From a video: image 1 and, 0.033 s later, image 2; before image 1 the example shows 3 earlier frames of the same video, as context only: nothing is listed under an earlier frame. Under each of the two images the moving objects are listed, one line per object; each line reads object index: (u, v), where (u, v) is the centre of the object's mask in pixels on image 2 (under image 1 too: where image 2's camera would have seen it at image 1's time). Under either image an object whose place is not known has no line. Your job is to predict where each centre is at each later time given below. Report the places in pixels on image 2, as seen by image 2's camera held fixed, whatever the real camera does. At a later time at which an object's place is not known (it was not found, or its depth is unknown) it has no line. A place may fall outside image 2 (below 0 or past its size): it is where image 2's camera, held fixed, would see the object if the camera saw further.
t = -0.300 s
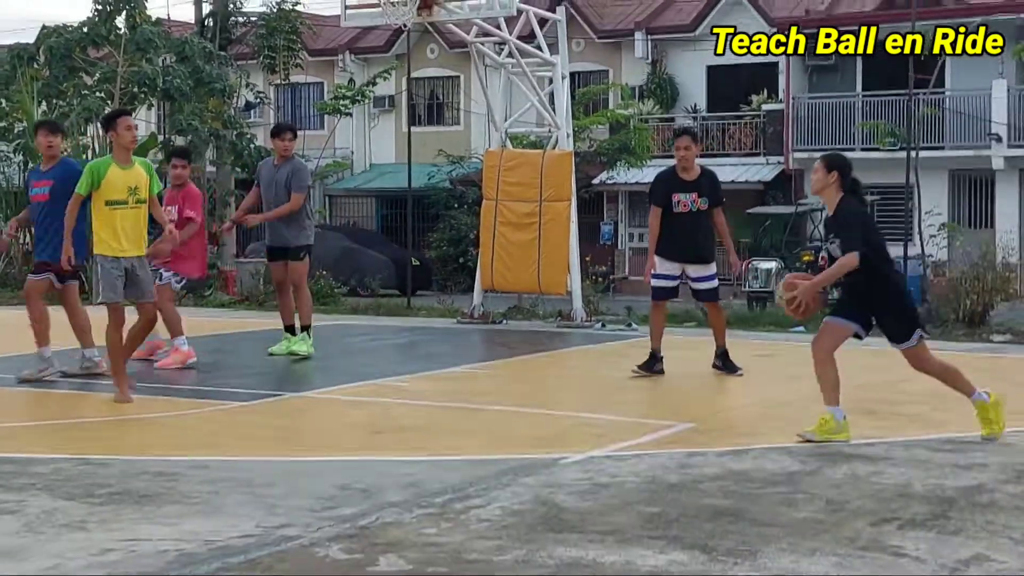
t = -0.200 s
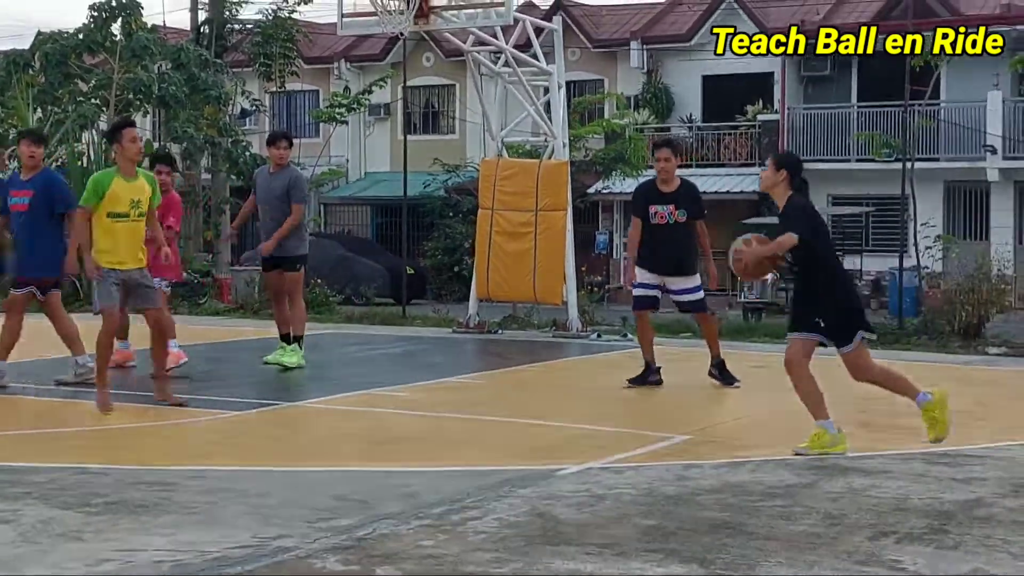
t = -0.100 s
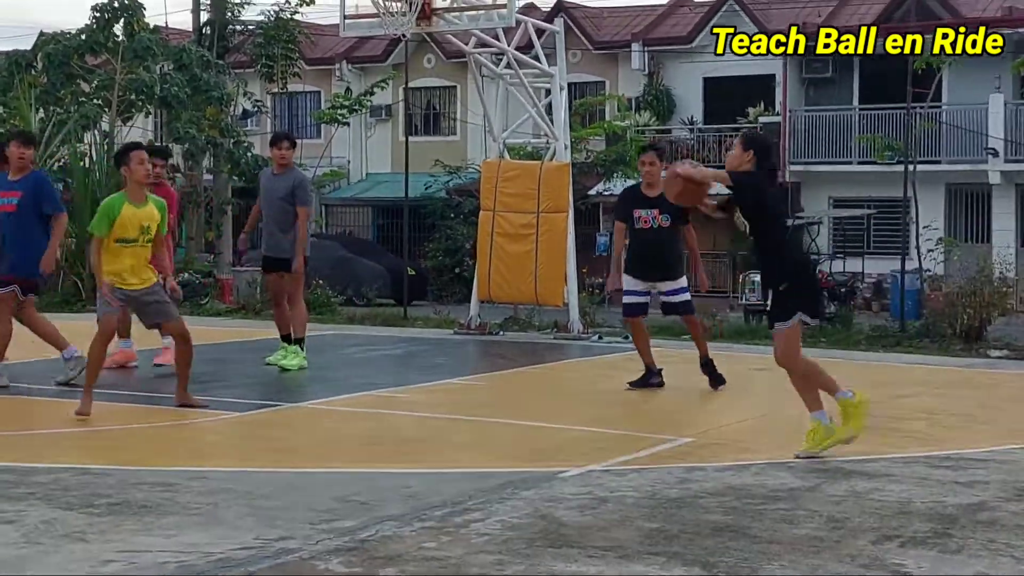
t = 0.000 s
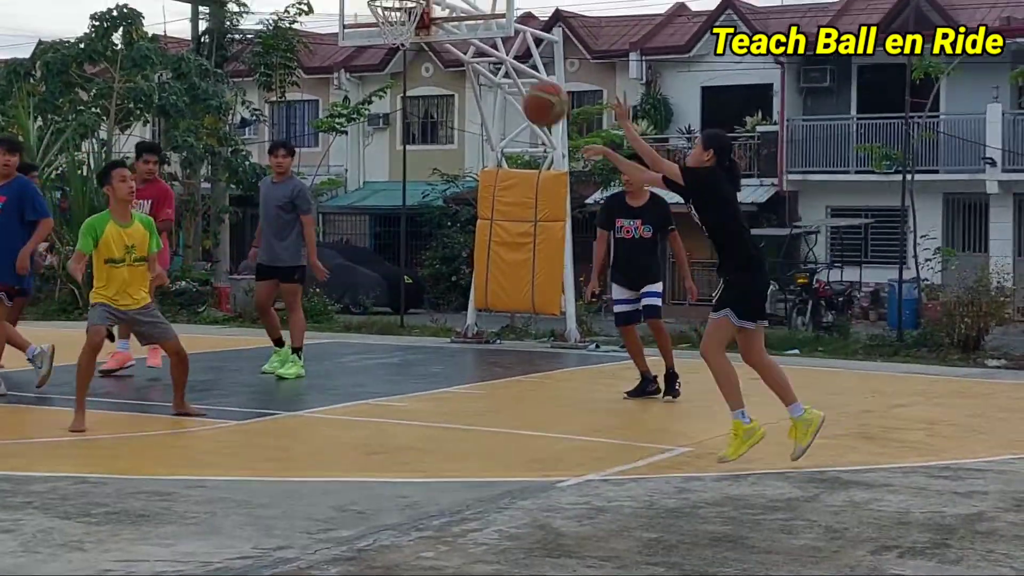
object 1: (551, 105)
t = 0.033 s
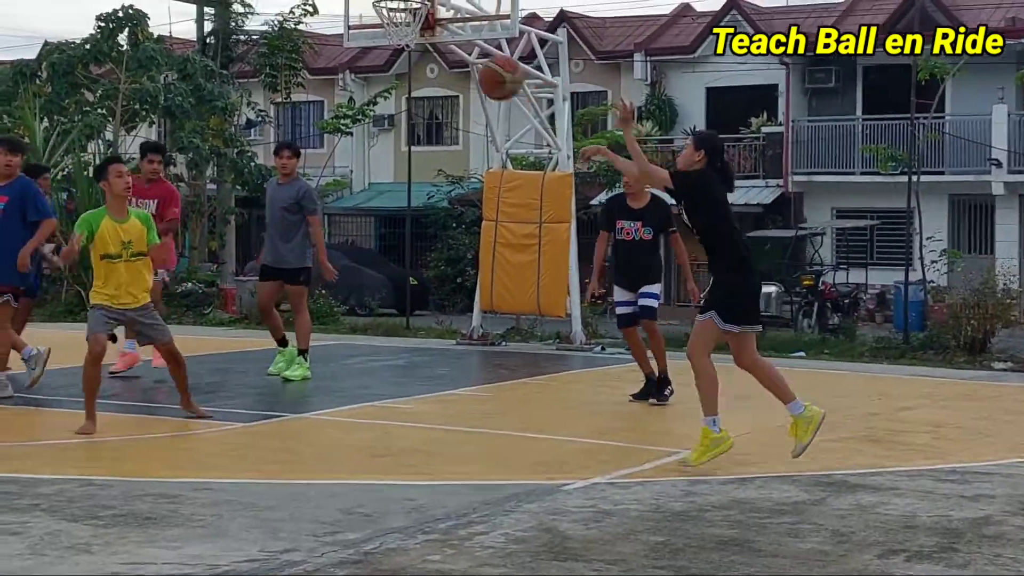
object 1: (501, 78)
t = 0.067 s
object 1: (452, 52)
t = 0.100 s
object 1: (405, 29)
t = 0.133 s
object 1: (356, 9)
